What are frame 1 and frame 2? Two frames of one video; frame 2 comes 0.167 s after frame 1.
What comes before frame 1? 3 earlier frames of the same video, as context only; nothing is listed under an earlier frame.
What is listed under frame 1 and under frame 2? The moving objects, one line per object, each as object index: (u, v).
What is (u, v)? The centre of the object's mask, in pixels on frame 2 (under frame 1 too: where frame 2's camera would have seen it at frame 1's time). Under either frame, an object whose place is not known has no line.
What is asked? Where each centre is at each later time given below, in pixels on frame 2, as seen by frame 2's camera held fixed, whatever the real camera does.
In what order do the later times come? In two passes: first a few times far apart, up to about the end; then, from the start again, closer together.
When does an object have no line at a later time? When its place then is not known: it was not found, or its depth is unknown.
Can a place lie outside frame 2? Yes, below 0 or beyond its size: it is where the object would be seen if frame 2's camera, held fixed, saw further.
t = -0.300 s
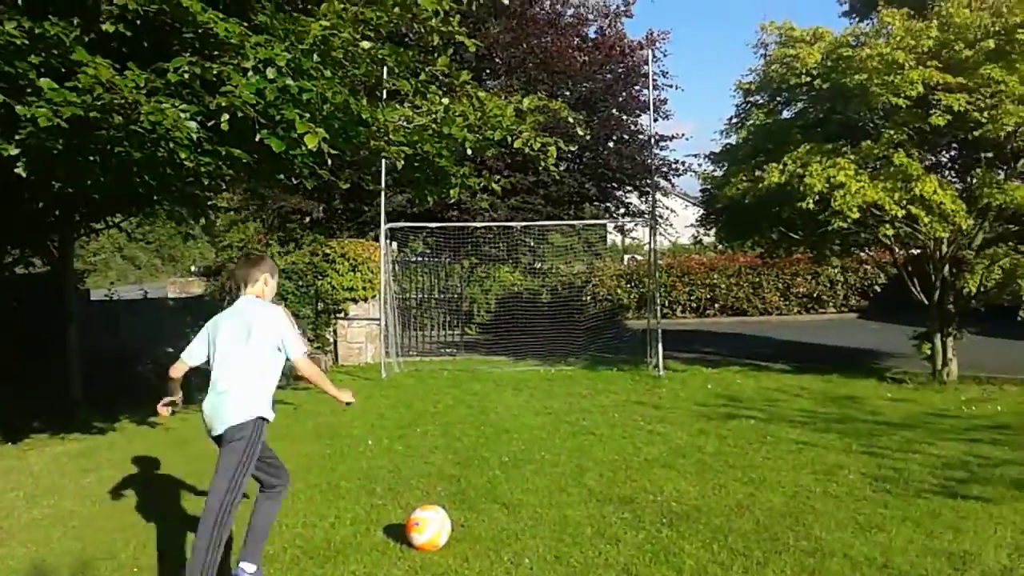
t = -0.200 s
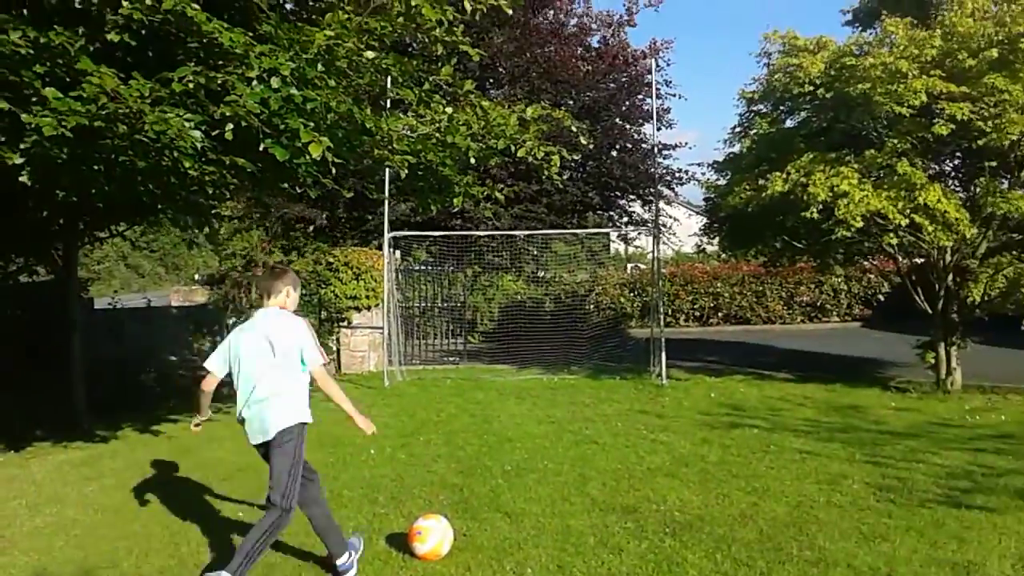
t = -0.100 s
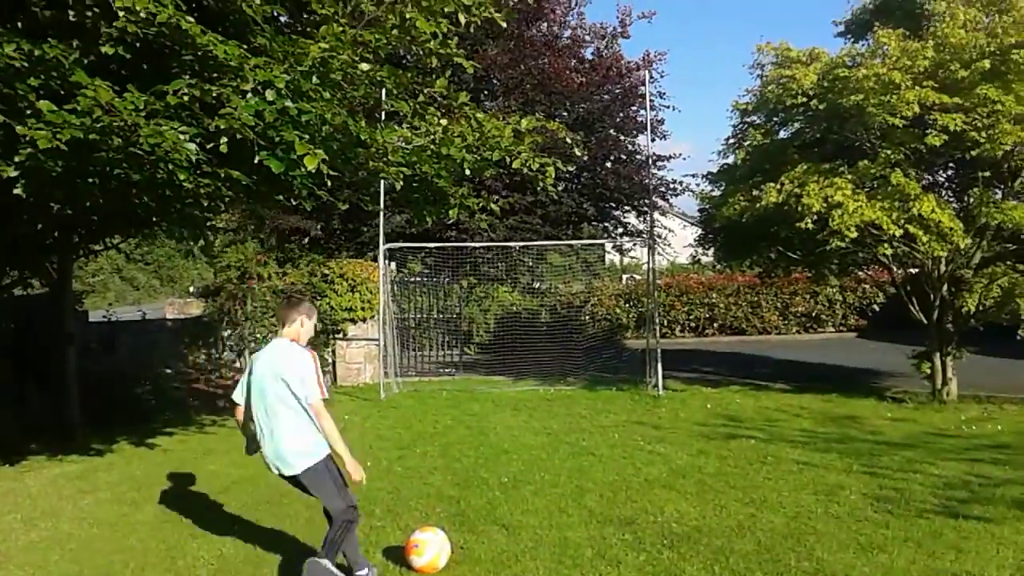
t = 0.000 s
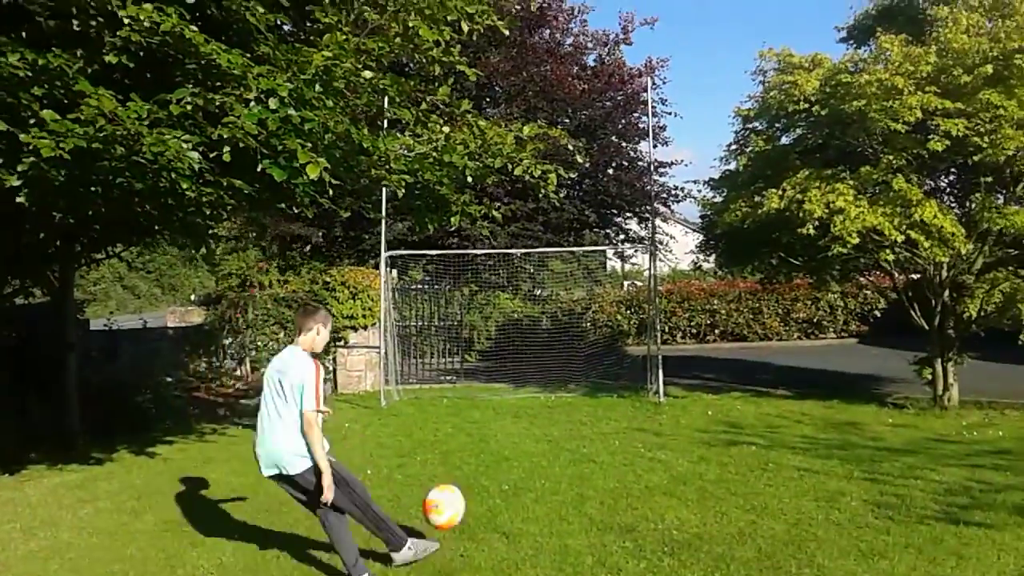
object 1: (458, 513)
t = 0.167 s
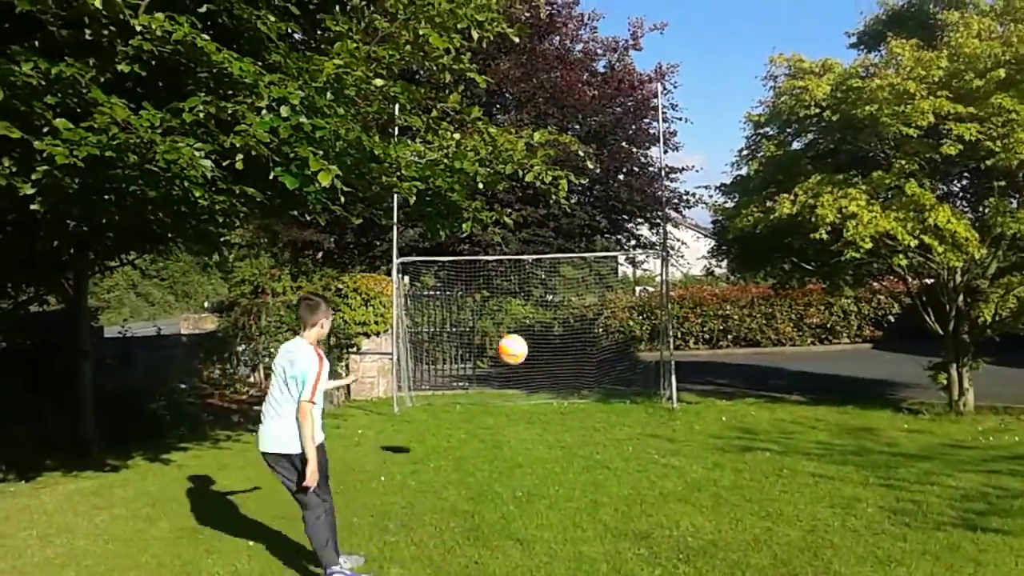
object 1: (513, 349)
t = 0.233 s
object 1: (526, 318)
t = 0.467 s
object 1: (563, 281)
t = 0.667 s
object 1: (582, 299)
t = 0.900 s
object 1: (590, 384)
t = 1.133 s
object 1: (596, 355)
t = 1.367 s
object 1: (602, 351)
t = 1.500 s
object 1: (606, 371)
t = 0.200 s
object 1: (520, 332)
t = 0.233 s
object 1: (526, 318)
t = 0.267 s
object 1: (533, 306)
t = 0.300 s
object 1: (540, 297)
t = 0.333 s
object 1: (545, 291)
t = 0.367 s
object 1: (550, 286)
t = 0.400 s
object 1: (554, 283)
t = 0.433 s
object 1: (558, 282)
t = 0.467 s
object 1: (563, 281)
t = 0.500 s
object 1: (566, 282)
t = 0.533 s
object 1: (569, 284)
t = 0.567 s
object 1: (573, 287)
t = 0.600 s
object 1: (577, 290)
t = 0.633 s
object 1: (580, 295)
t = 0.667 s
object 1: (582, 299)
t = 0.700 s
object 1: (584, 304)
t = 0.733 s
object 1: (584, 311)
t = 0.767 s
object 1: (586, 322)
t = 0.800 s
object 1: (587, 335)
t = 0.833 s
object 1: (588, 351)
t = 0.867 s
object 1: (589, 367)
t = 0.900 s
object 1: (590, 384)
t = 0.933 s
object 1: (595, 391)
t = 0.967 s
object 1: (596, 386)
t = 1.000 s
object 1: (595, 381)
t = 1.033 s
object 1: (593, 372)
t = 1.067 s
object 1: (593, 365)
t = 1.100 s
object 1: (595, 358)
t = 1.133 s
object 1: (596, 355)
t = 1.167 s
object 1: (597, 352)
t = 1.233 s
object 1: (598, 348)
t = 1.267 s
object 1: (599, 348)
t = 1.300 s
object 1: (600, 348)
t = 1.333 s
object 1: (600, 349)
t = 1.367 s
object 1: (602, 351)
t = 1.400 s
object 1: (603, 354)
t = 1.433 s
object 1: (604, 359)
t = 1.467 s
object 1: (605, 365)
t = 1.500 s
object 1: (606, 371)
